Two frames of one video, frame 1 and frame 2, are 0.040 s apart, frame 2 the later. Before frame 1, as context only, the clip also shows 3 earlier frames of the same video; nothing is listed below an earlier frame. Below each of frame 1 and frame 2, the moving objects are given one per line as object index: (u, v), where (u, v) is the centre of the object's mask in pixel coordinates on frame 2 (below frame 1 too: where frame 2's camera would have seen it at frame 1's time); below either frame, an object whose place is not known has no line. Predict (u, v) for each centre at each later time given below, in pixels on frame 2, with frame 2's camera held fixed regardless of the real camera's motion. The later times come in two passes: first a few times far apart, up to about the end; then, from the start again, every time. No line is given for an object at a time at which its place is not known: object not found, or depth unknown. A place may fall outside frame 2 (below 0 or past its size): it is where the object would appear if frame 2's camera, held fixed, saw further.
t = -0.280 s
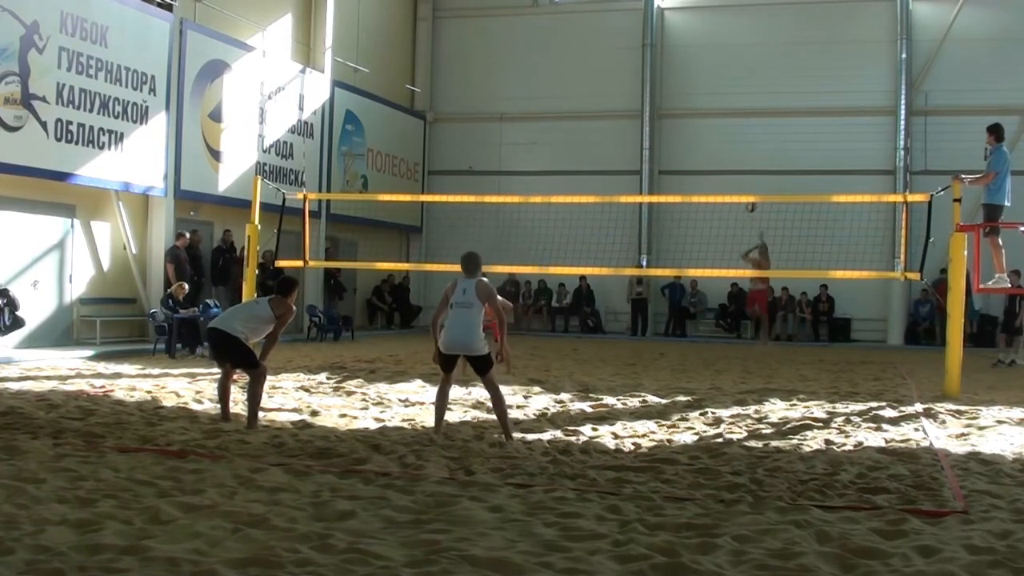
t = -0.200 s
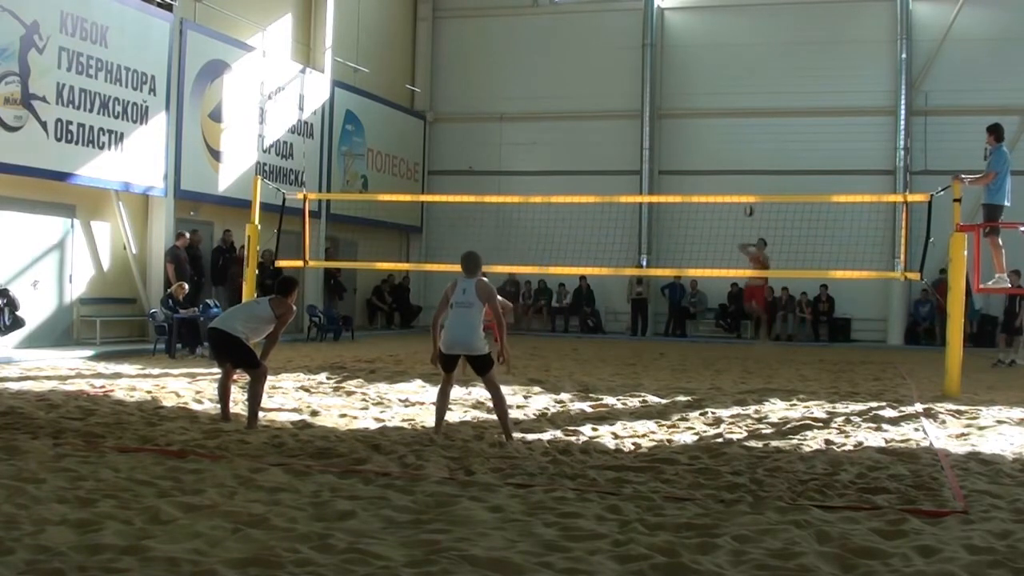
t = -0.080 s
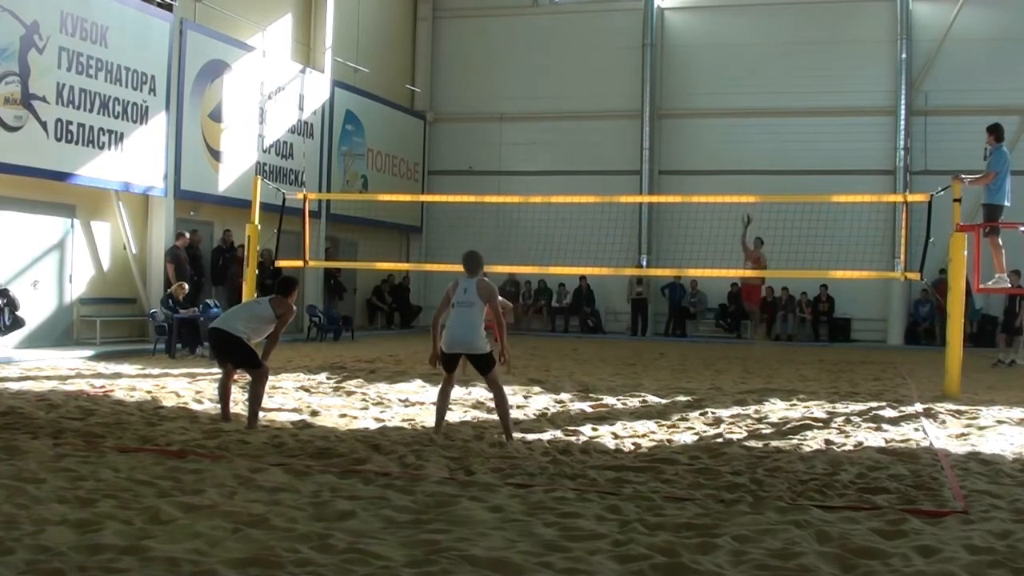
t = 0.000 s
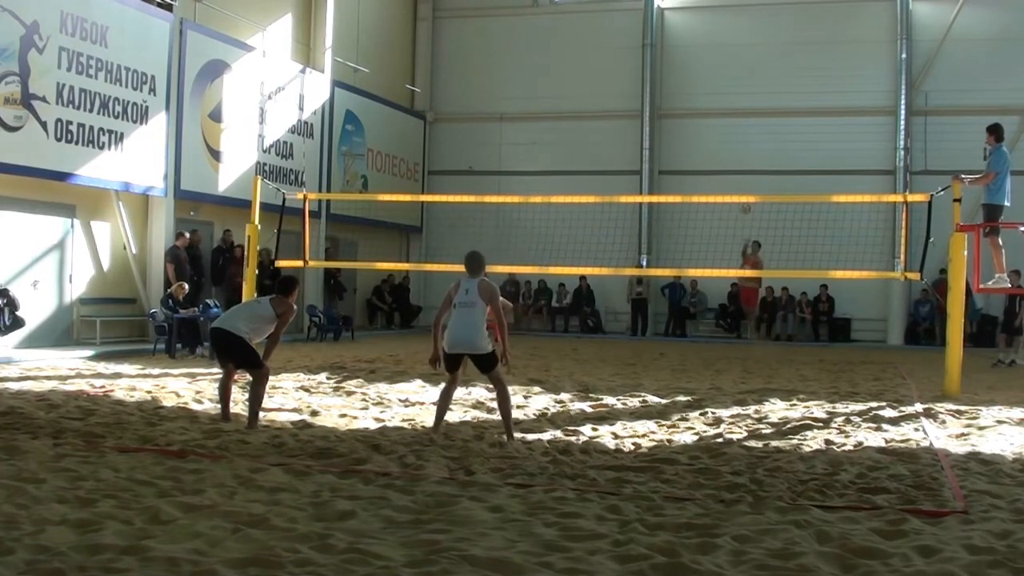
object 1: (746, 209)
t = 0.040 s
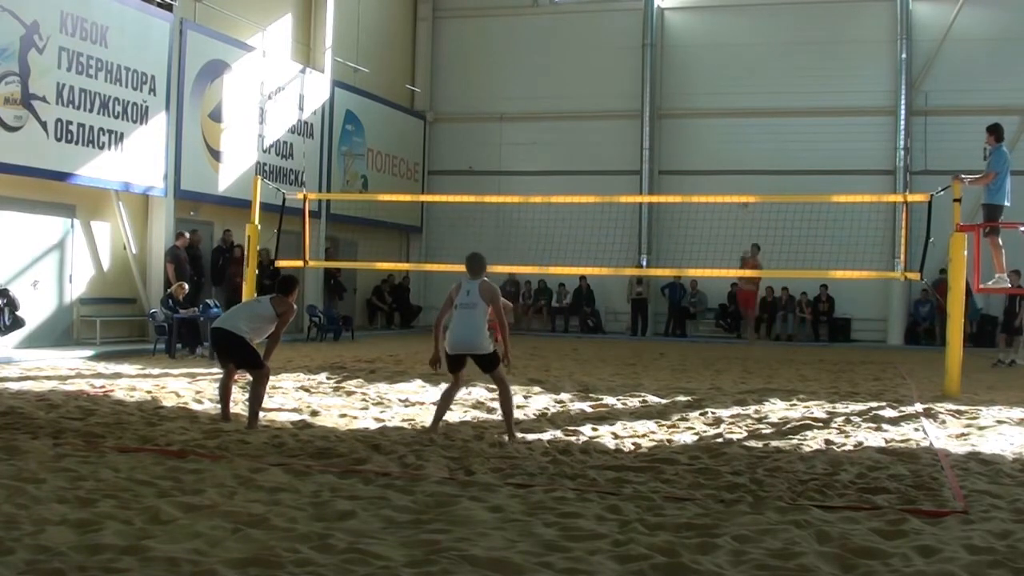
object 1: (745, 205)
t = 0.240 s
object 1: (748, 181)
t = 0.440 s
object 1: (754, 176)
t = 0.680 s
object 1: (769, 204)
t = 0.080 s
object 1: (742, 192)
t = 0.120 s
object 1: (744, 190)
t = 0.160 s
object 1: (745, 187)
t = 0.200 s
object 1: (747, 184)
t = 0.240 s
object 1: (748, 181)
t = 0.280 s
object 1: (748, 179)
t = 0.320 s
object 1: (748, 178)
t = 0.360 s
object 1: (750, 177)
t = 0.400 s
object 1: (753, 176)
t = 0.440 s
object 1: (754, 176)
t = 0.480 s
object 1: (756, 178)
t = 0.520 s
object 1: (759, 180)
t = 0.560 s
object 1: (761, 183)
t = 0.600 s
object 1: (763, 188)
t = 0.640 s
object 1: (766, 195)
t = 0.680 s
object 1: (769, 204)
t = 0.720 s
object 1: (773, 215)
